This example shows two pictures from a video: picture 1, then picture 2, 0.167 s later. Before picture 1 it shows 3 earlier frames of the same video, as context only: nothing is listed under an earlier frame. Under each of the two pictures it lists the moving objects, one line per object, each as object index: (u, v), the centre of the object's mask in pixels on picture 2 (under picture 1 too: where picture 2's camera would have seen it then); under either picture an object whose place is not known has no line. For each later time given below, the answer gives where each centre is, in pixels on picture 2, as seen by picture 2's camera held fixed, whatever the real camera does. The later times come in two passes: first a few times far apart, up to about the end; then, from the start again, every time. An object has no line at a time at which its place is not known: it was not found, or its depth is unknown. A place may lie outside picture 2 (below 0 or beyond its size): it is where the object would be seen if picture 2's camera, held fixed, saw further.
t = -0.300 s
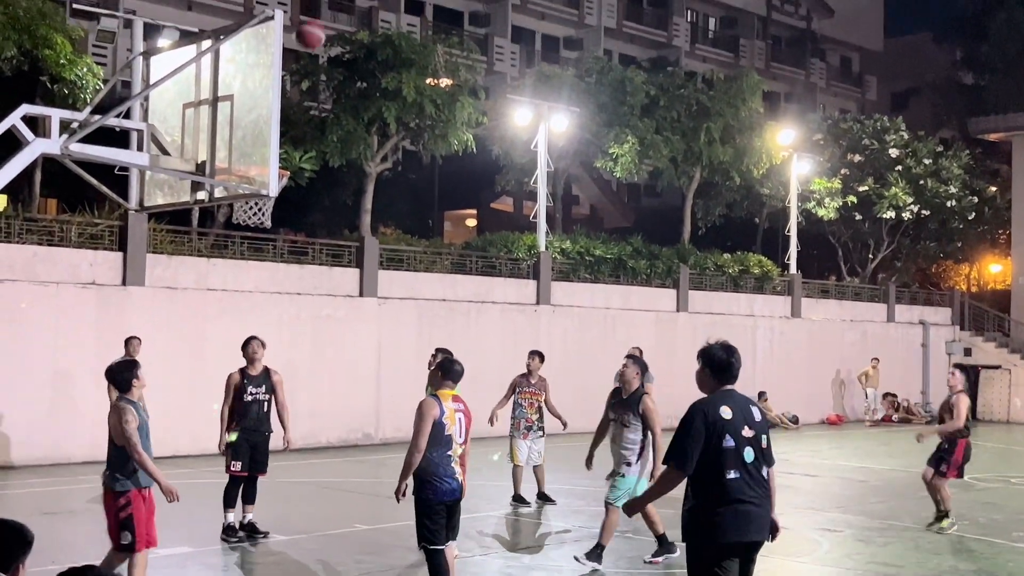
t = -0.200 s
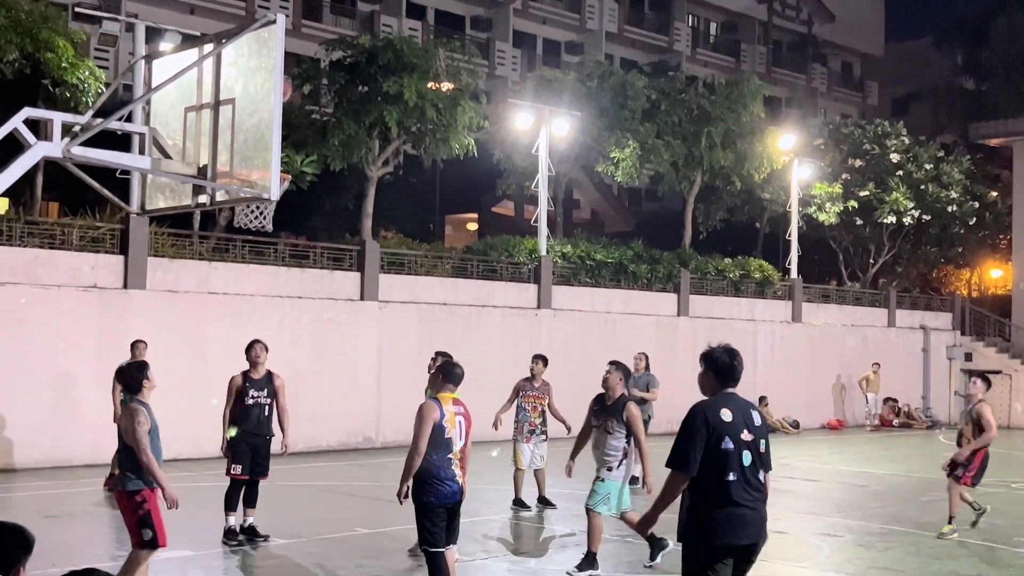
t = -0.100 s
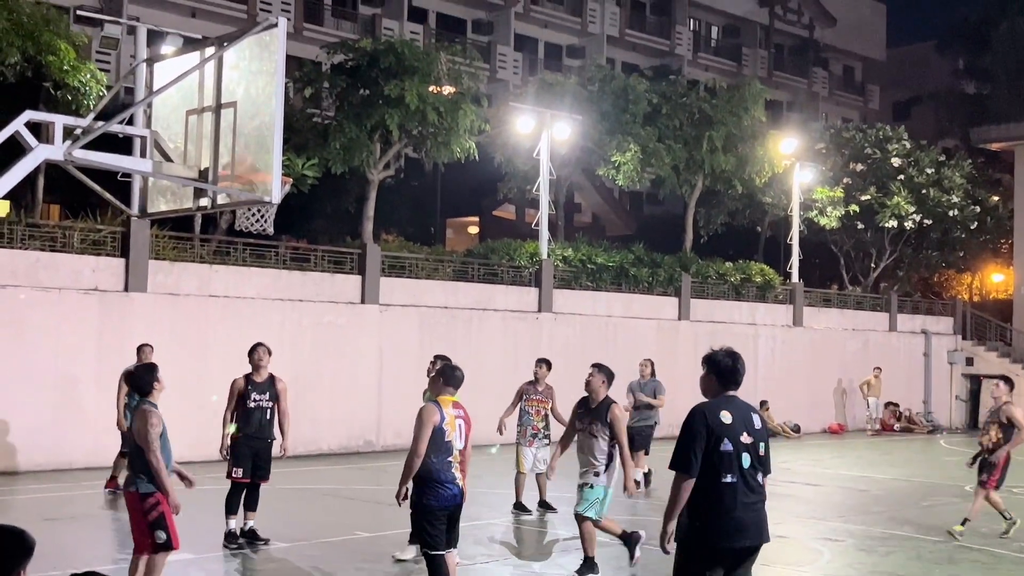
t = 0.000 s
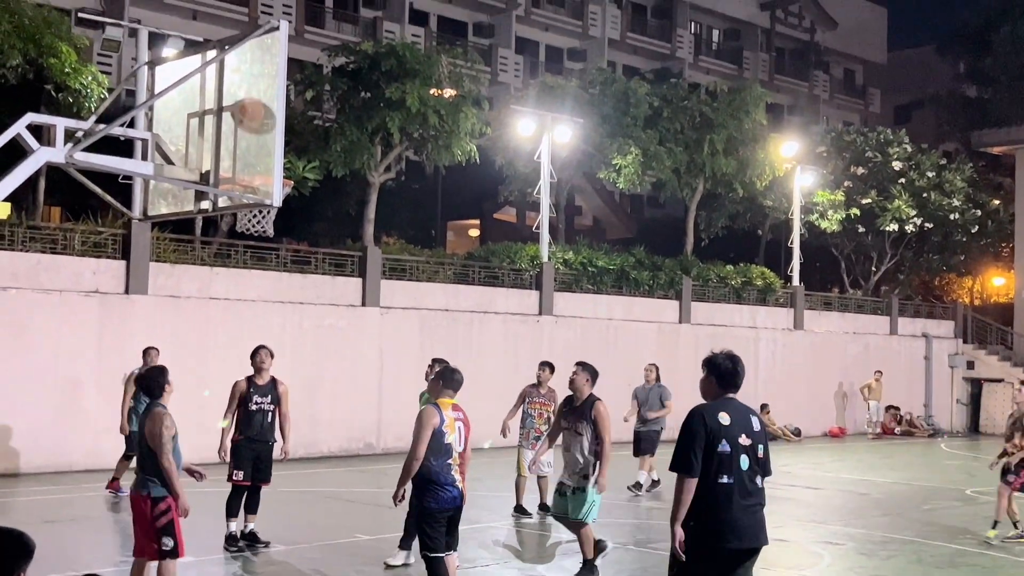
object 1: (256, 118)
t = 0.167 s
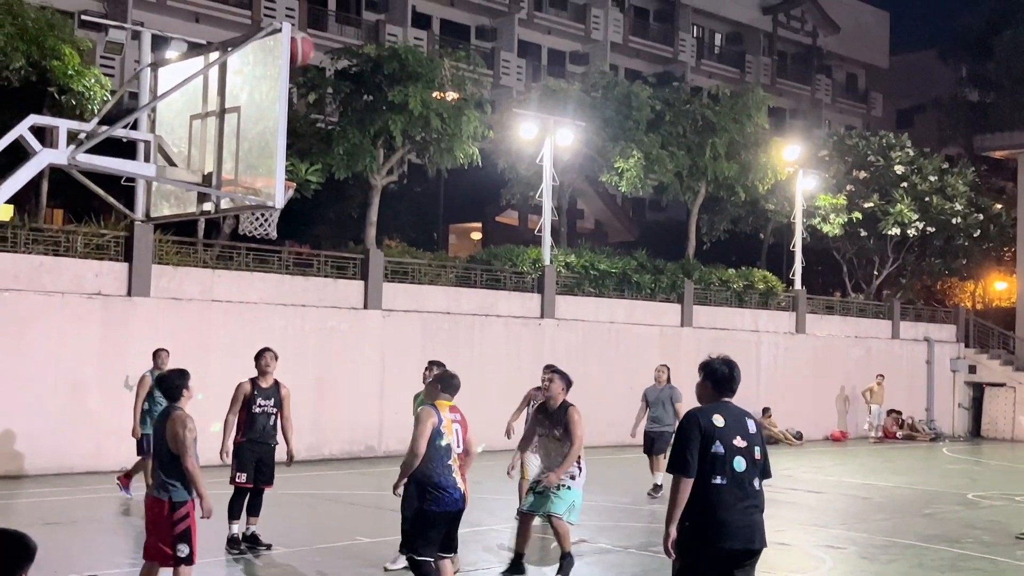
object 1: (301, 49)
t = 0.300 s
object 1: (339, 26)
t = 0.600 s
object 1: (442, 71)
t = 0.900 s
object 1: (548, 260)
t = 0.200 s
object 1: (308, 40)
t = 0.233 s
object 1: (318, 34)
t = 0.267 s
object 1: (329, 29)
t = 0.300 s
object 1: (339, 26)
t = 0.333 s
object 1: (350, 24)
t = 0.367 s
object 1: (364, 25)
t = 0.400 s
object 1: (374, 25)
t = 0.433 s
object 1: (385, 29)
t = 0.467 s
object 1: (395, 33)
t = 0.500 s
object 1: (408, 41)
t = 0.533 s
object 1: (419, 48)
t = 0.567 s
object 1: (430, 58)
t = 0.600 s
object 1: (442, 71)
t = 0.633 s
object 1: (454, 82)
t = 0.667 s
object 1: (466, 98)
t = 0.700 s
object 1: (476, 115)
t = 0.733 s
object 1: (489, 135)
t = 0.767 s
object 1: (501, 155)
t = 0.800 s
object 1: (512, 180)
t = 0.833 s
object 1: (522, 202)
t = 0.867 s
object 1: (535, 229)
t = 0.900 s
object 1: (548, 260)
